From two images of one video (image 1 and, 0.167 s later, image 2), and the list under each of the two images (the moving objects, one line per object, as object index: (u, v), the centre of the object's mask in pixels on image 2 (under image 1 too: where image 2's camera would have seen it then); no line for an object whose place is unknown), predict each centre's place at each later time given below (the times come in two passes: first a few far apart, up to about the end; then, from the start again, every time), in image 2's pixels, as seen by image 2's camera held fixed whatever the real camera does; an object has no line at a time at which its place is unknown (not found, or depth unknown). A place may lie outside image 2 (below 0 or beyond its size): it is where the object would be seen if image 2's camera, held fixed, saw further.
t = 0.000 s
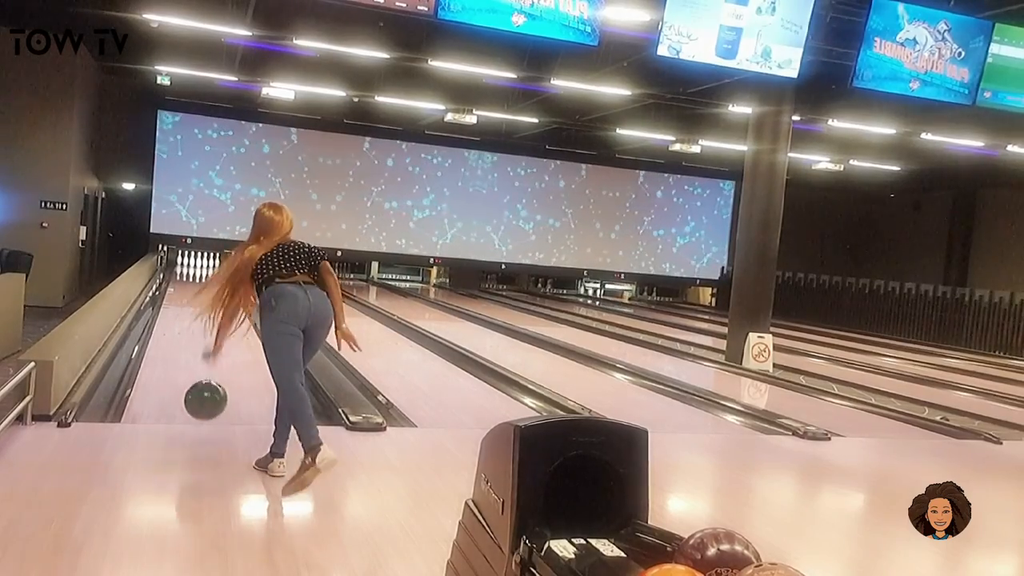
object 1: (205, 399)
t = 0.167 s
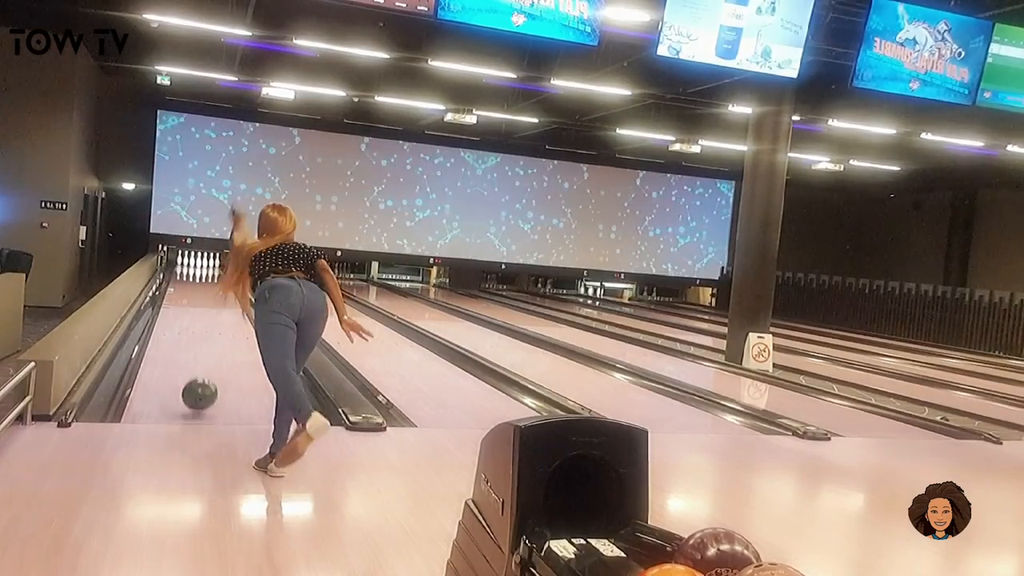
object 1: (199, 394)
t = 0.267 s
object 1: (198, 376)
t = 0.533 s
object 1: (194, 350)
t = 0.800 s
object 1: (192, 329)
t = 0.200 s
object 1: (199, 386)
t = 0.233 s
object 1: (198, 380)
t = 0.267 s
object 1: (198, 376)
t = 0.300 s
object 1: (197, 374)
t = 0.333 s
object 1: (196, 371)
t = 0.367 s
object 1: (196, 367)
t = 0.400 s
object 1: (195, 364)
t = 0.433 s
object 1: (195, 360)
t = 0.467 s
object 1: (194, 356)
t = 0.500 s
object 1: (194, 353)
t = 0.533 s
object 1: (194, 350)
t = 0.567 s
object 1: (194, 346)
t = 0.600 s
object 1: (193, 344)
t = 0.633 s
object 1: (193, 341)
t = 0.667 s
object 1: (193, 338)
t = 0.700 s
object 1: (192, 335)
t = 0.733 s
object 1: (192, 333)
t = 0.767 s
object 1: (192, 331)
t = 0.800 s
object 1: (192, 329)
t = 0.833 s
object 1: (191, 326)
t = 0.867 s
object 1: (191, 324)
